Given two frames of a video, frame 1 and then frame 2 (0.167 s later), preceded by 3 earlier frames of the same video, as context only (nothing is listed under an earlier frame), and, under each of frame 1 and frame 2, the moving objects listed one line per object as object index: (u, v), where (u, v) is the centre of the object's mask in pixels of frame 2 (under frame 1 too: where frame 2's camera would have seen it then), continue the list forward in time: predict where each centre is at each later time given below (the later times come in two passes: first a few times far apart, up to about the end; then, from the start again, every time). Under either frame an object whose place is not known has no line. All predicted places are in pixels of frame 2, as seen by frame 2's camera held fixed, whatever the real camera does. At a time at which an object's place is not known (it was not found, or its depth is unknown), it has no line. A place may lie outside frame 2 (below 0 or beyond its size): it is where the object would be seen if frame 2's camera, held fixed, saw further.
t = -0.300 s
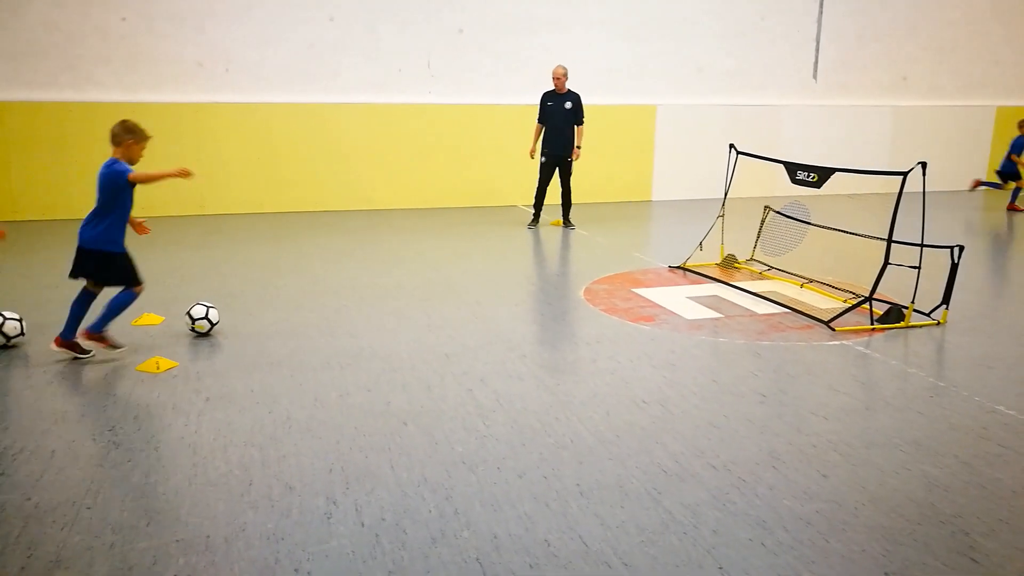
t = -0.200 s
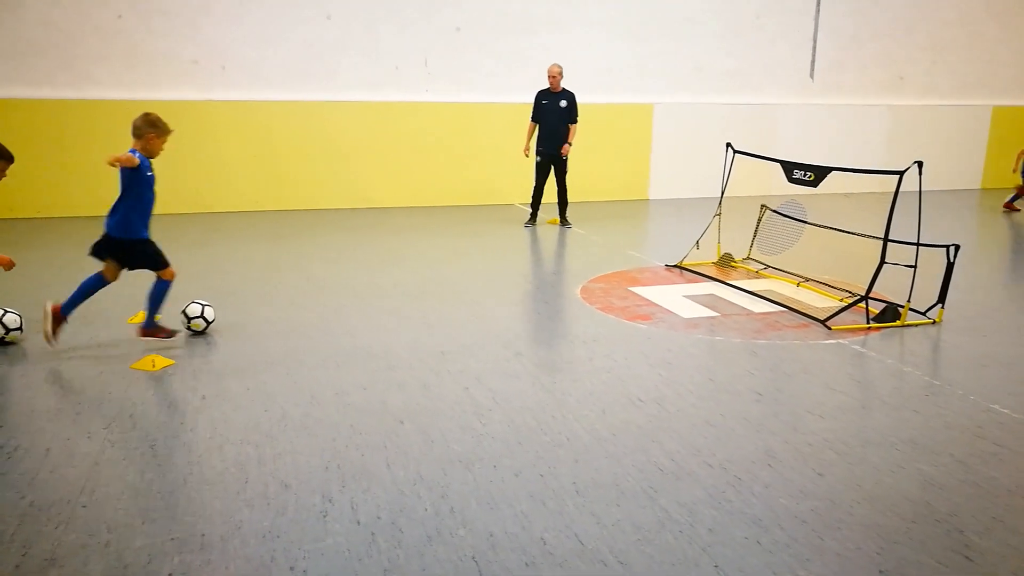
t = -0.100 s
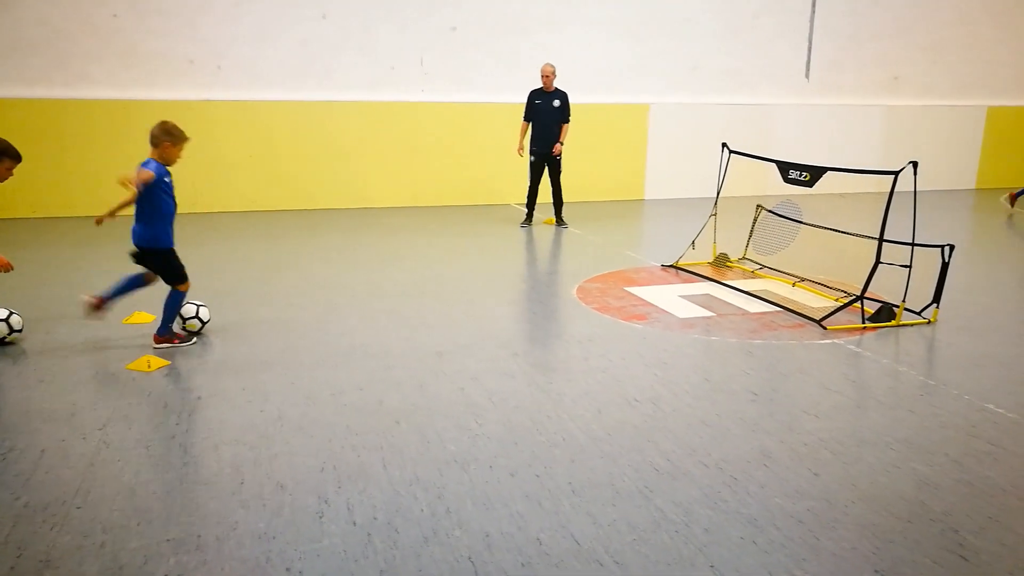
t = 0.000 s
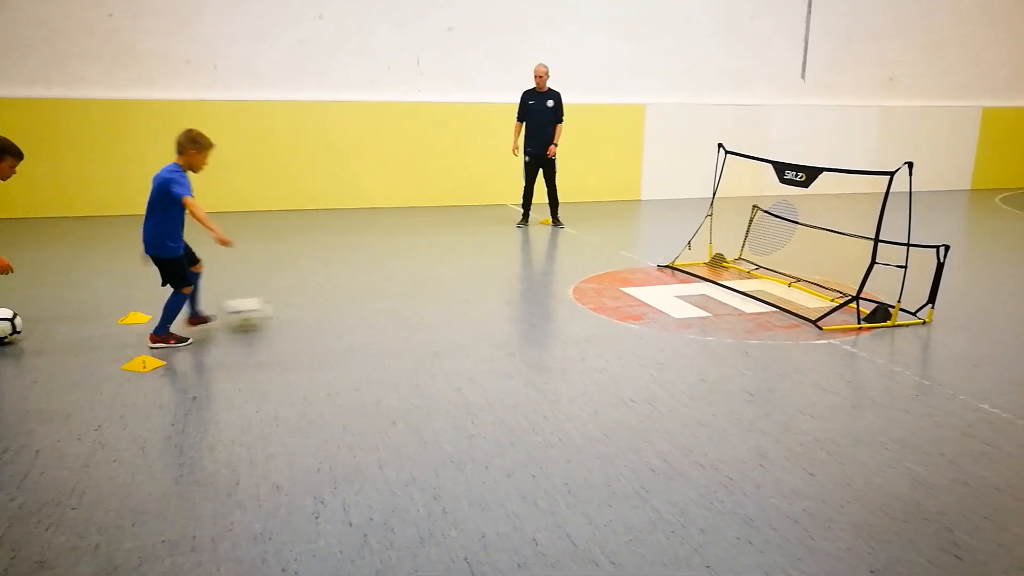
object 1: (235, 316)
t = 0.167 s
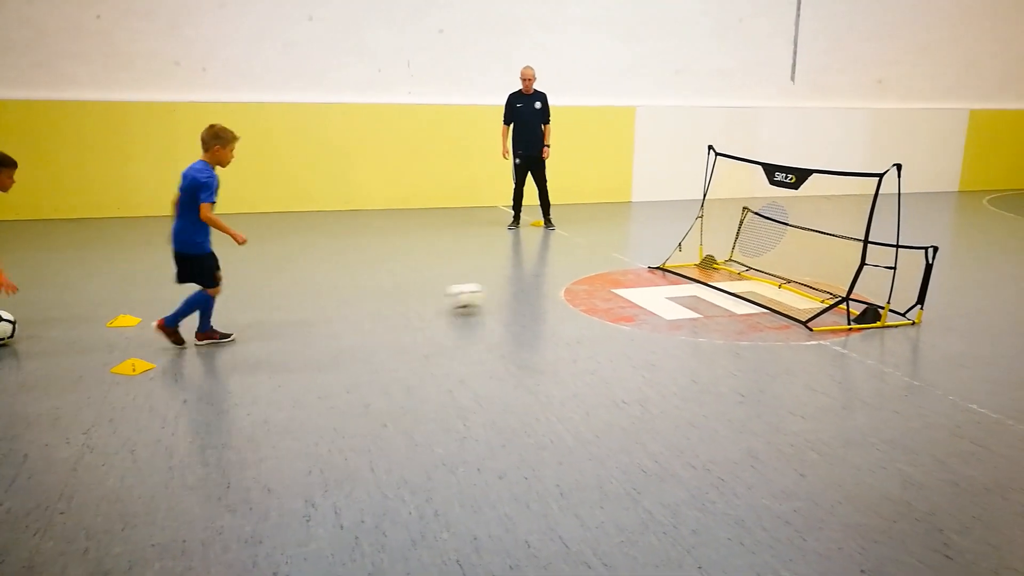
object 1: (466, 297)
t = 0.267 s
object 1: (570, 291)
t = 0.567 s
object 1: (776, 254)
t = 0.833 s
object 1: (744, 147)
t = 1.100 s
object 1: (676, 129)
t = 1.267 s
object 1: (629, 166)
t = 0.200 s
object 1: (505, 297)
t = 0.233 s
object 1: (538, 294)
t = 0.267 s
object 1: (570, 291)
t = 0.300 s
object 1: (601, 288)
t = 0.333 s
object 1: (633, 286)
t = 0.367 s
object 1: (661, 283)
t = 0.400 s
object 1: (687, 282)
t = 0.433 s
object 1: (712, 281)
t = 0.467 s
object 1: (734, 277)
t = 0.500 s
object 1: (753, 272)
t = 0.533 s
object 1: (767, 264)
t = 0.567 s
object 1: (776, 254)
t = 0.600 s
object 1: (780, 239)
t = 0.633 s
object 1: (780, 221)
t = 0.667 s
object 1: (778, 205)
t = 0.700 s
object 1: (773, 190)
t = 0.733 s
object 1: (767, 176)
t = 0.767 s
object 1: (760, 165)
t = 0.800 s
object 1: (752, 155)
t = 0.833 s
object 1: (744, 147)
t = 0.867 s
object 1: (736, 139)
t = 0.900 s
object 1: (728, 133)
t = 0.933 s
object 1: (720, 128)
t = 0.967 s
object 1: (712, 125)
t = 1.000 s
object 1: (703, 124)
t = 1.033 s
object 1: (694, 124)
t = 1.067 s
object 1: (684, 126)
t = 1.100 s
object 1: (676, 129)
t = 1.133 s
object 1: (666, 133)
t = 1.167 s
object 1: (657, 139)
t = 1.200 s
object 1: (648, 146)
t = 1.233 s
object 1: (639, 156)
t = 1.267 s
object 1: (629, 166)
